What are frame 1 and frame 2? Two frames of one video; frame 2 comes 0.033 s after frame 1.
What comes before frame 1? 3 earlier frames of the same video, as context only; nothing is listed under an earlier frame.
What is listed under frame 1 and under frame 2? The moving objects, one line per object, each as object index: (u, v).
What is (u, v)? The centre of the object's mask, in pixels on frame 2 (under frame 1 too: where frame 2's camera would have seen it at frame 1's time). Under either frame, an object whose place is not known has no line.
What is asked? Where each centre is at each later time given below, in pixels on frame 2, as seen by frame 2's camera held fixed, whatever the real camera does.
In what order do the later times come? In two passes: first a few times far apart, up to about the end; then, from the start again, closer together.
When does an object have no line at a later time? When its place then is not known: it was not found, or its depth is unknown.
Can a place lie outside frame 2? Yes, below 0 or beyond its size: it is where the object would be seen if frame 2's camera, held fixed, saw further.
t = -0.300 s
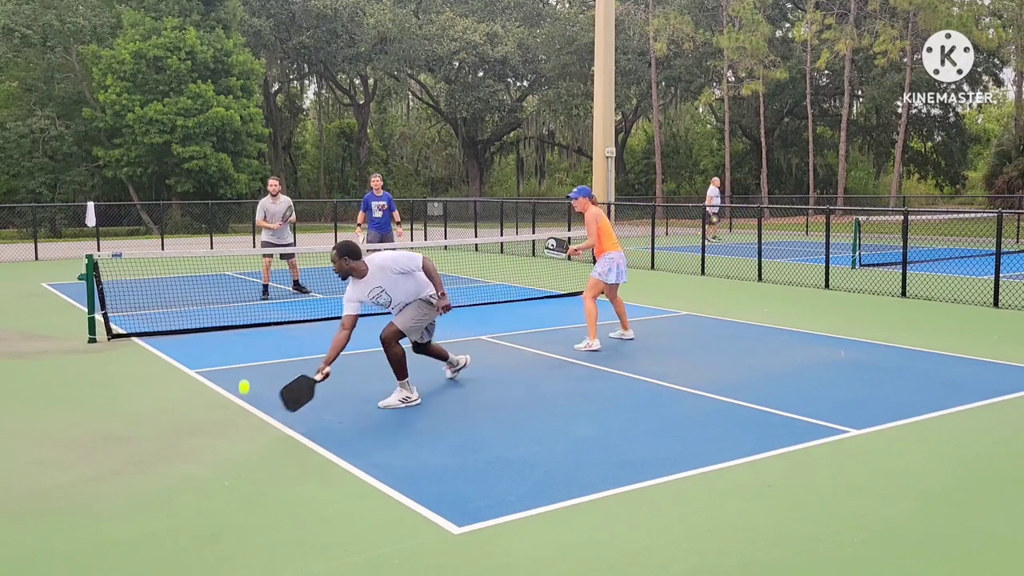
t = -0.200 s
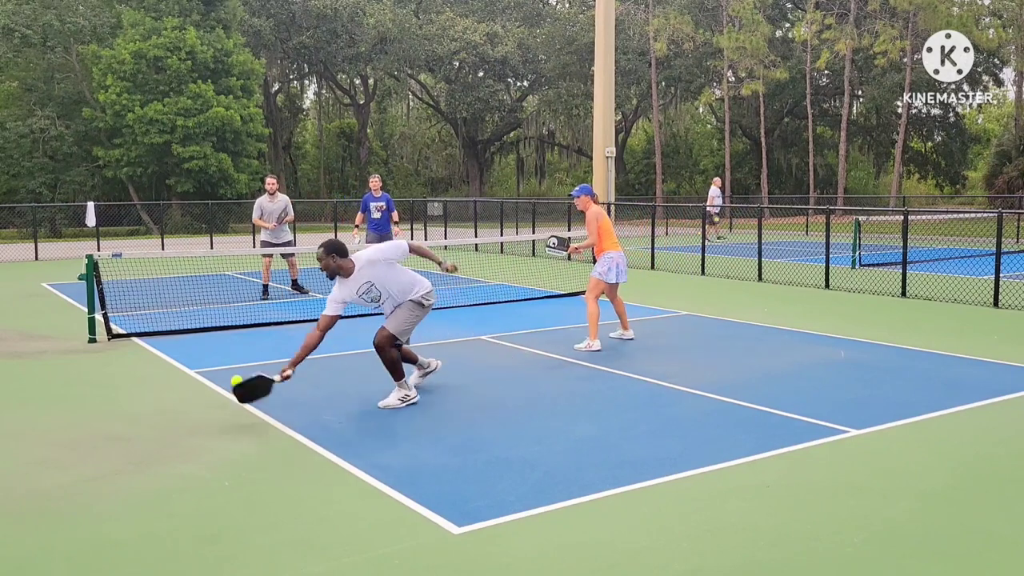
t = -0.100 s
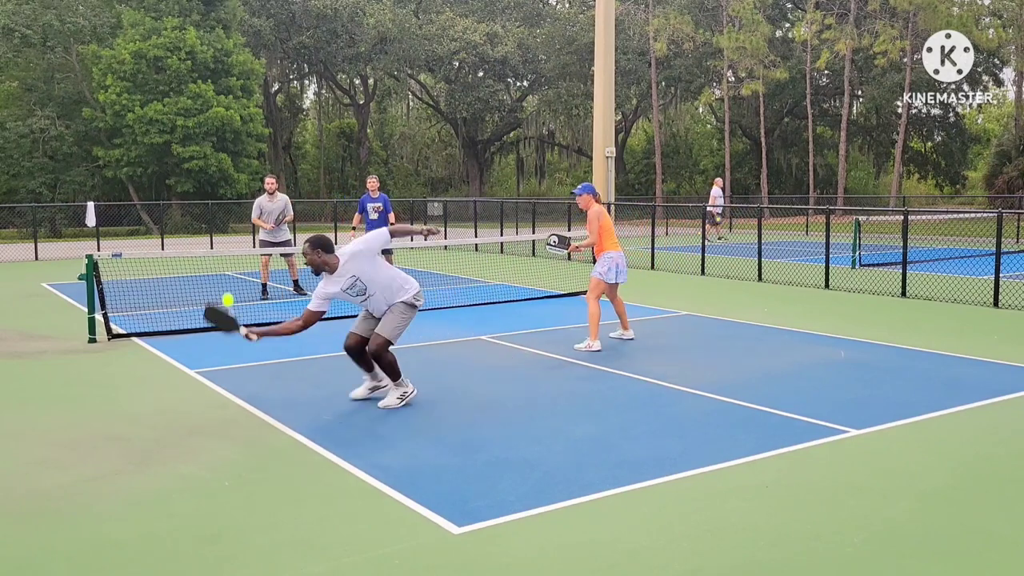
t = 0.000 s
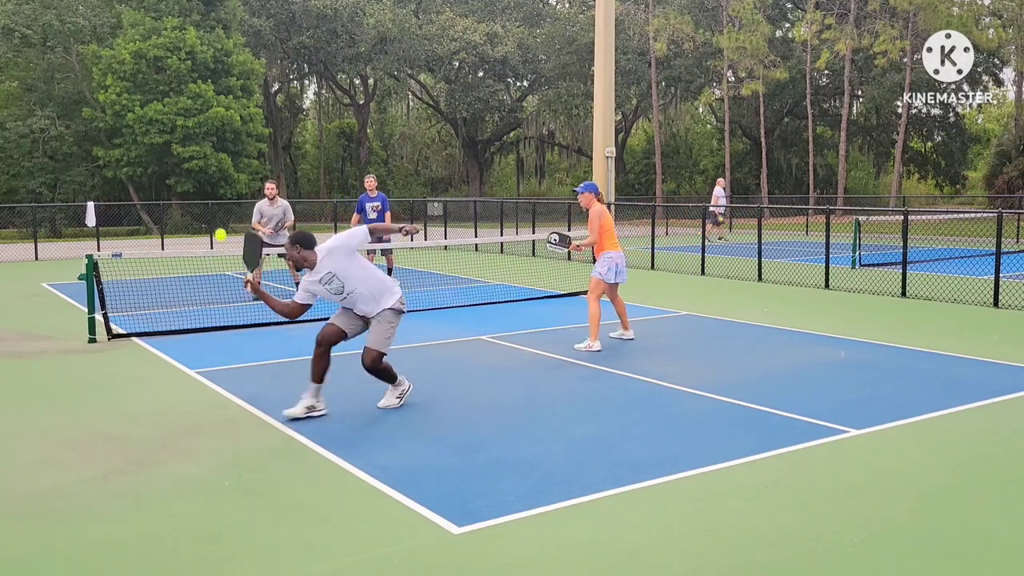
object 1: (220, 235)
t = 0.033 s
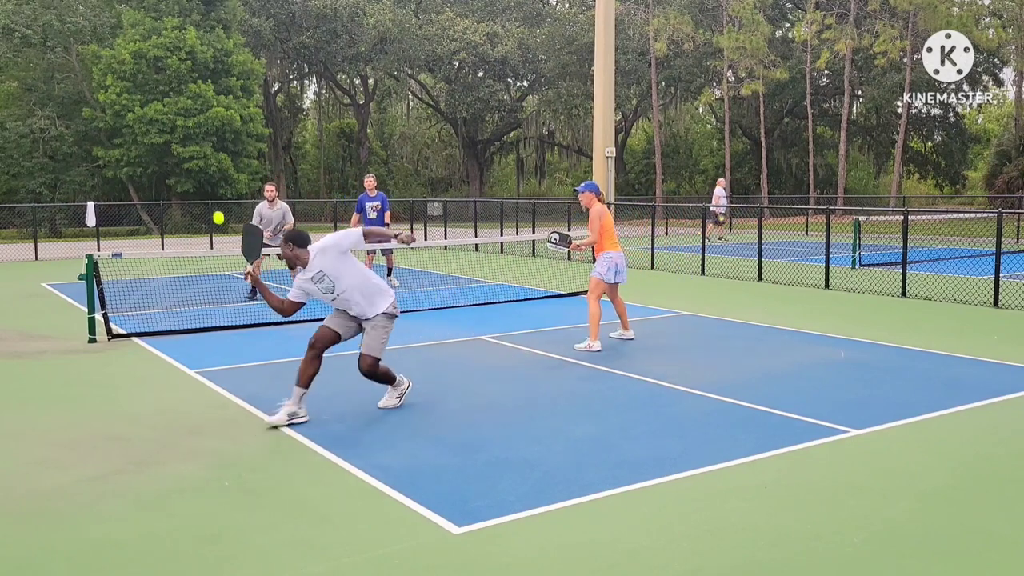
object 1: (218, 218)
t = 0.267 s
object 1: (207, 146)
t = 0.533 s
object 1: (202, 148)
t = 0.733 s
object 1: (201, 191)
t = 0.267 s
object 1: (207, 146)
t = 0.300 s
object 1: (206, 142)
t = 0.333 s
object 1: (205, 139)
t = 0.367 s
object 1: (204, 137)
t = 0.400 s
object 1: (204, 137)
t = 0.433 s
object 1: (203, 138)
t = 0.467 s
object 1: (202, 140)
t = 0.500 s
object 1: (202, 143)
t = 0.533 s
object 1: (202, 148)
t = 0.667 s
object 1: (201, 173)
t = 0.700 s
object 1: (201, 182)
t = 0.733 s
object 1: (201, 191)
